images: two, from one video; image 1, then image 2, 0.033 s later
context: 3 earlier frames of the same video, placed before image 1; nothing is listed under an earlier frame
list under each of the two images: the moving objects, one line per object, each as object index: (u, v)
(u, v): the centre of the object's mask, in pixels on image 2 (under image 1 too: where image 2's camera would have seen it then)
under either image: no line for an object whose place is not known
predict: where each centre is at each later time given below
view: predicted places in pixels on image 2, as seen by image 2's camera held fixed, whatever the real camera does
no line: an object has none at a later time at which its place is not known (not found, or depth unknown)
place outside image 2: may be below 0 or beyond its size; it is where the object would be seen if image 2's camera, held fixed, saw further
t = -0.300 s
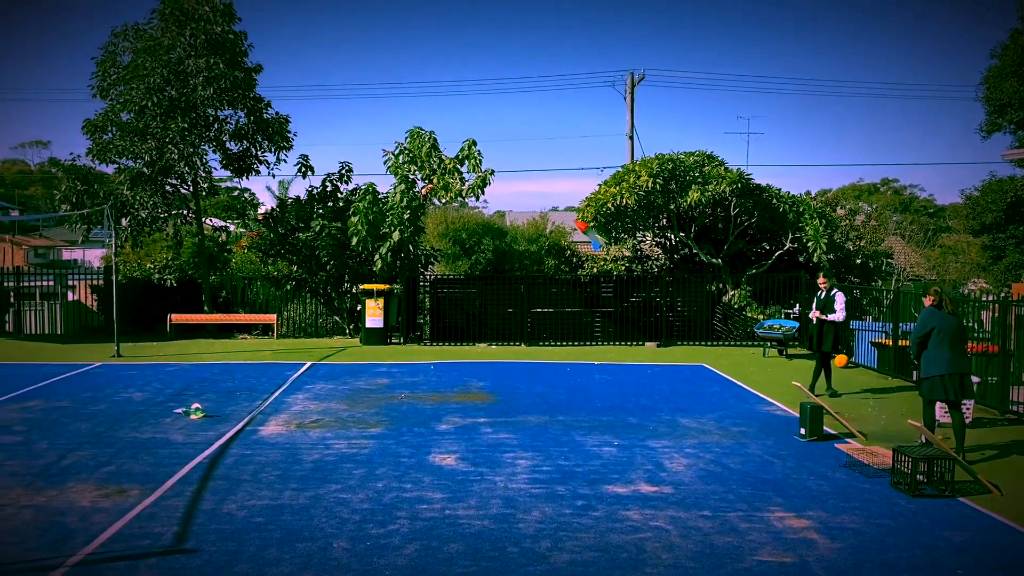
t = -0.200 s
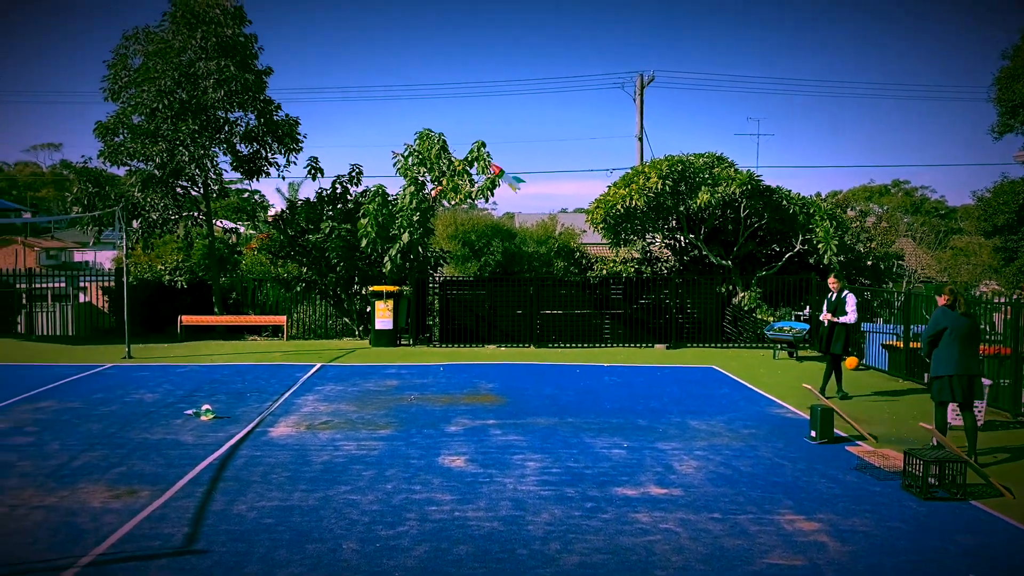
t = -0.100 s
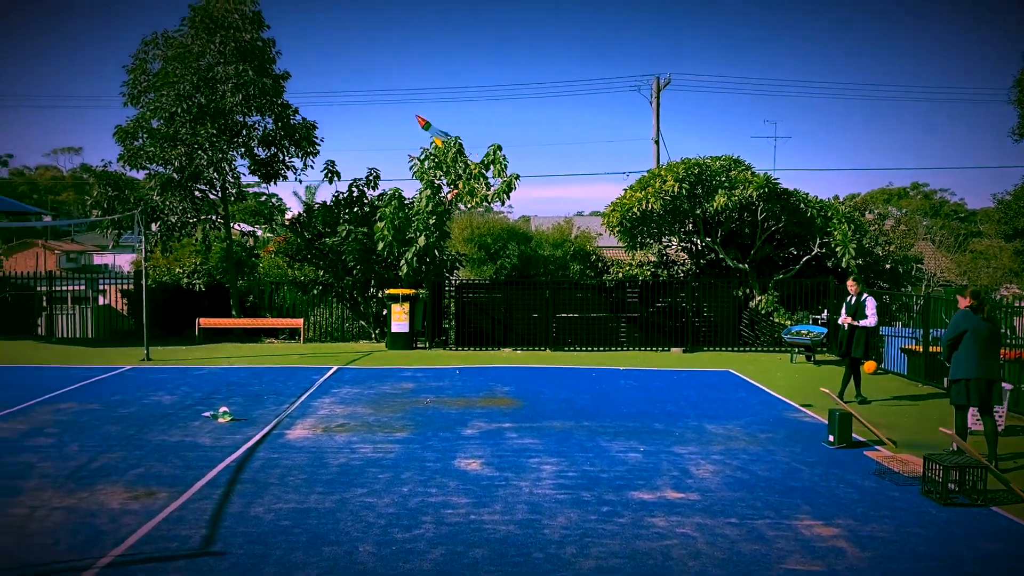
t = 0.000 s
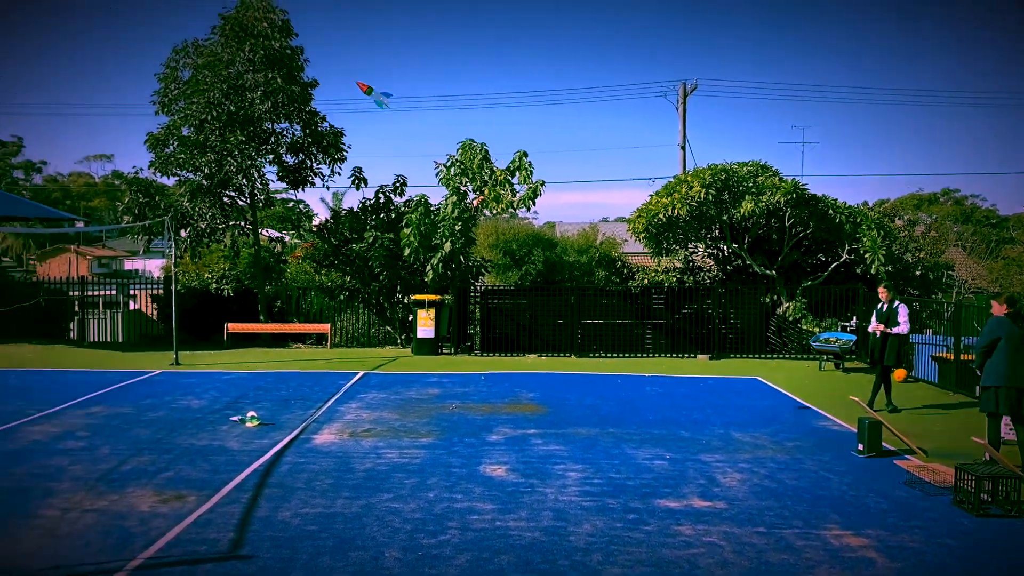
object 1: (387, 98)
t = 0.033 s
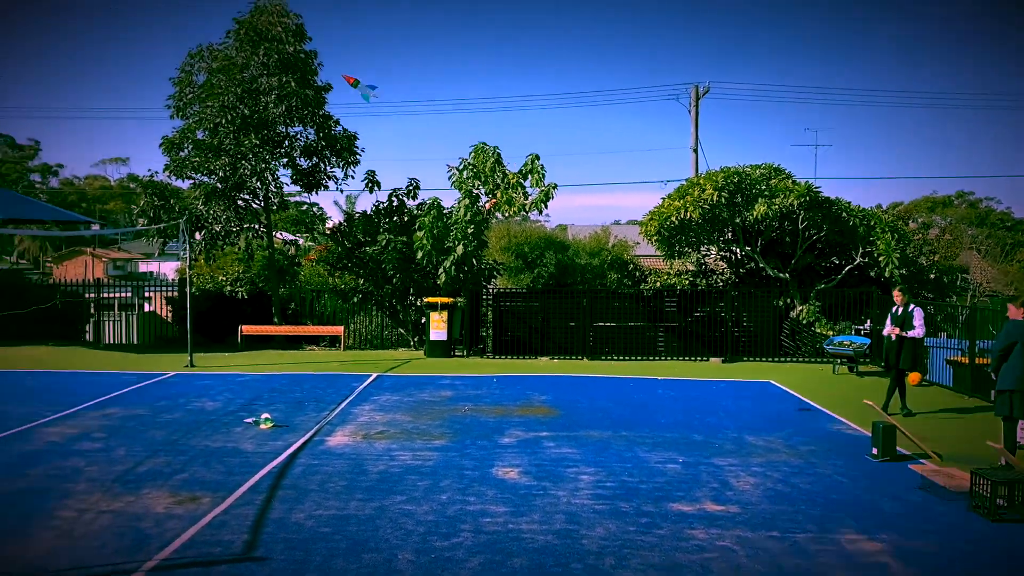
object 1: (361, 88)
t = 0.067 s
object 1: (338, 79)
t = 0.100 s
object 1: (317, 71)
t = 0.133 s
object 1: (297, 65)
